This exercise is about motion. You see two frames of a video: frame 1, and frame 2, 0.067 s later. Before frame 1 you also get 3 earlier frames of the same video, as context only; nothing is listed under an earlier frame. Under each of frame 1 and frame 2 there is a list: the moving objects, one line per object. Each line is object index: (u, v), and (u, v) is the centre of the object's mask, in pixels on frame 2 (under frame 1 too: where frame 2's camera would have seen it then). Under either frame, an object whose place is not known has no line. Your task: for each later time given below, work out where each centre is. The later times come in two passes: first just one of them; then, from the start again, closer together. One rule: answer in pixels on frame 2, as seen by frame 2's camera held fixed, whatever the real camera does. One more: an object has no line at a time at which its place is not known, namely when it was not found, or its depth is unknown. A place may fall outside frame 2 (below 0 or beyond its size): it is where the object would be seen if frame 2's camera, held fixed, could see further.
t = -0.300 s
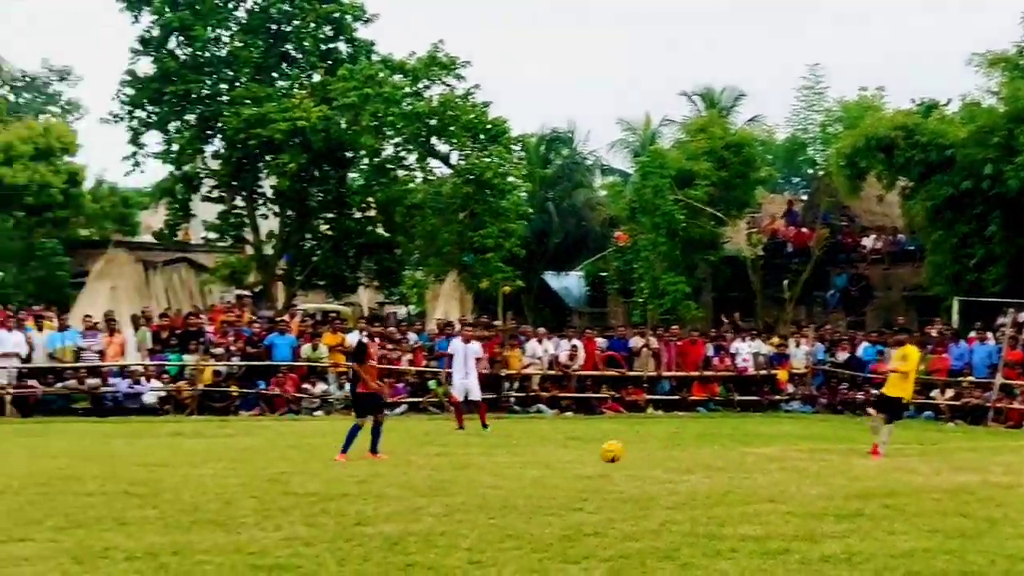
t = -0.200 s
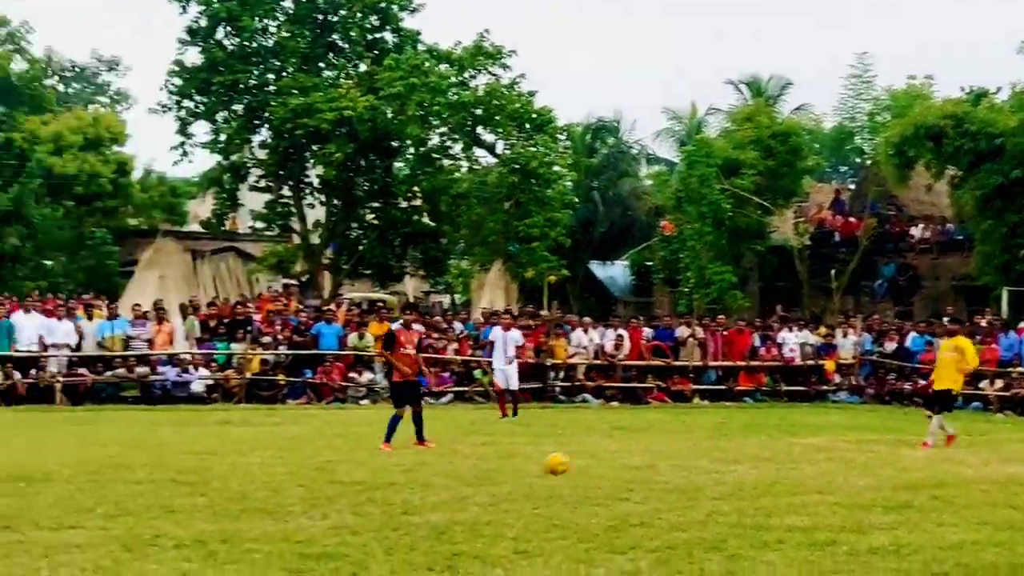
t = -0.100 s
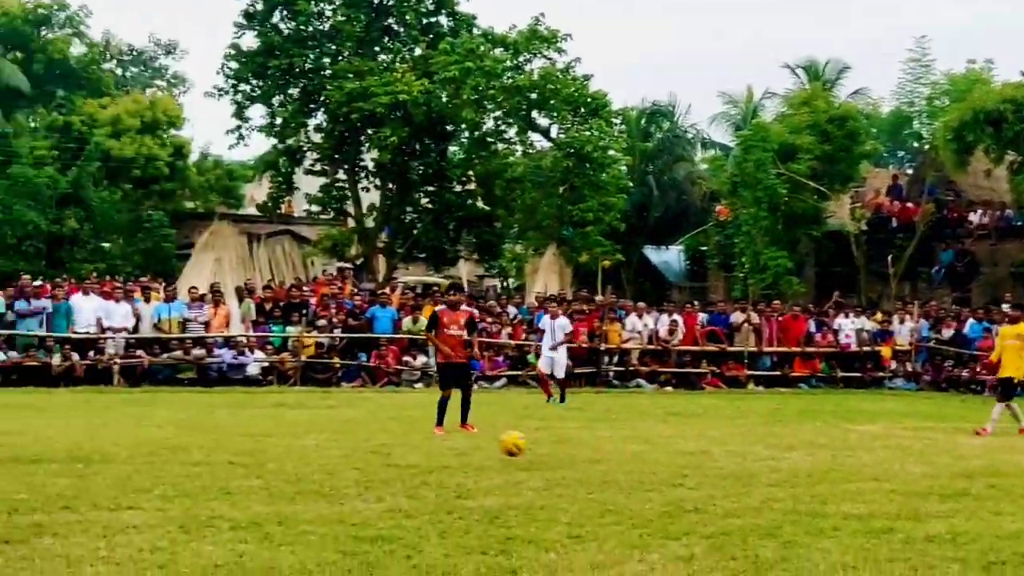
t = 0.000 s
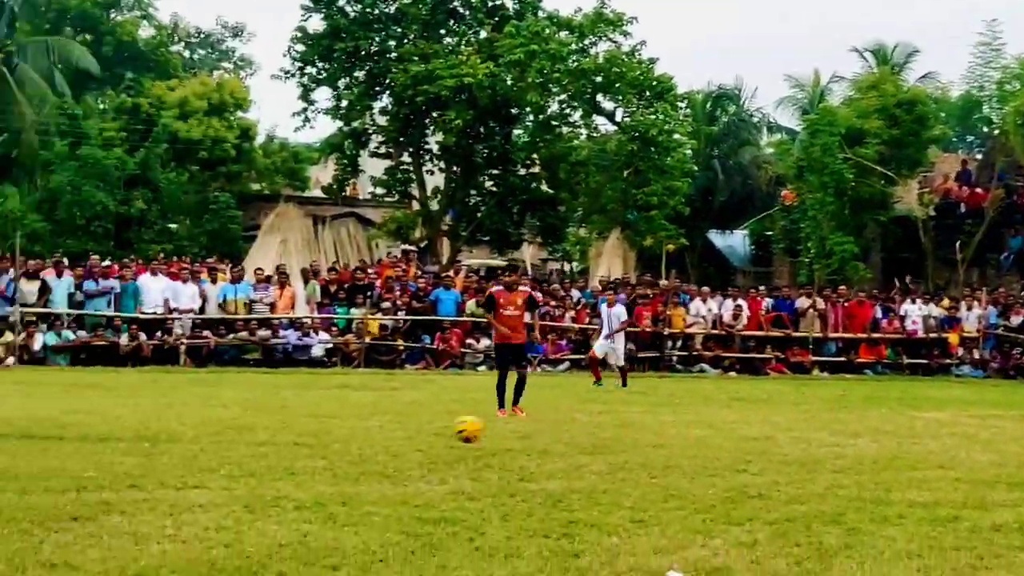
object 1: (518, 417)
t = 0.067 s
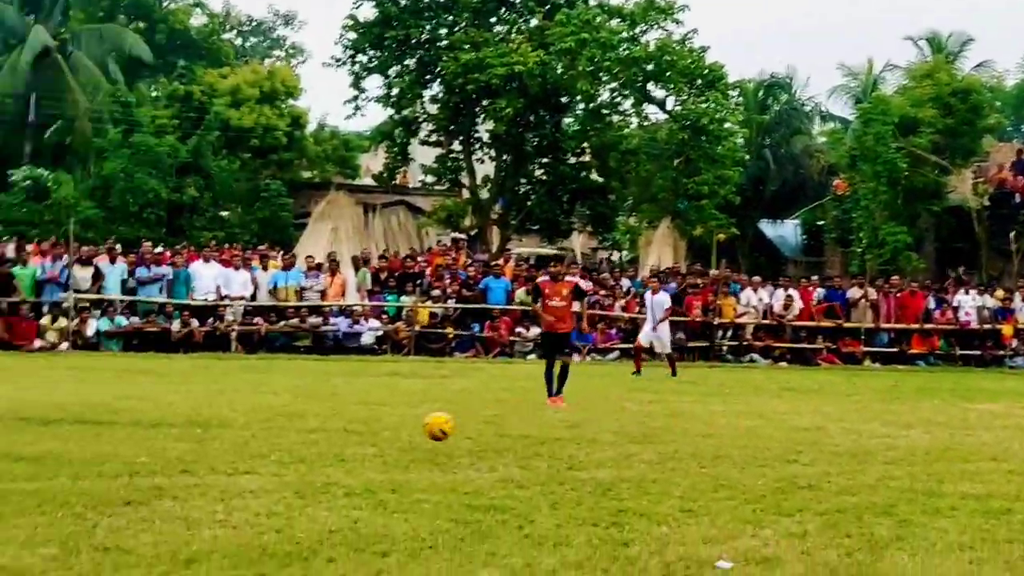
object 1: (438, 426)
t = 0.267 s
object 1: (182, 452)
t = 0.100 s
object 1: (397, 434)
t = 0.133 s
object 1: (353, 444)
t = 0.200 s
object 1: (266, 453)
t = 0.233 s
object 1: (224, 452)
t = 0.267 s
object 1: (182, 452)
